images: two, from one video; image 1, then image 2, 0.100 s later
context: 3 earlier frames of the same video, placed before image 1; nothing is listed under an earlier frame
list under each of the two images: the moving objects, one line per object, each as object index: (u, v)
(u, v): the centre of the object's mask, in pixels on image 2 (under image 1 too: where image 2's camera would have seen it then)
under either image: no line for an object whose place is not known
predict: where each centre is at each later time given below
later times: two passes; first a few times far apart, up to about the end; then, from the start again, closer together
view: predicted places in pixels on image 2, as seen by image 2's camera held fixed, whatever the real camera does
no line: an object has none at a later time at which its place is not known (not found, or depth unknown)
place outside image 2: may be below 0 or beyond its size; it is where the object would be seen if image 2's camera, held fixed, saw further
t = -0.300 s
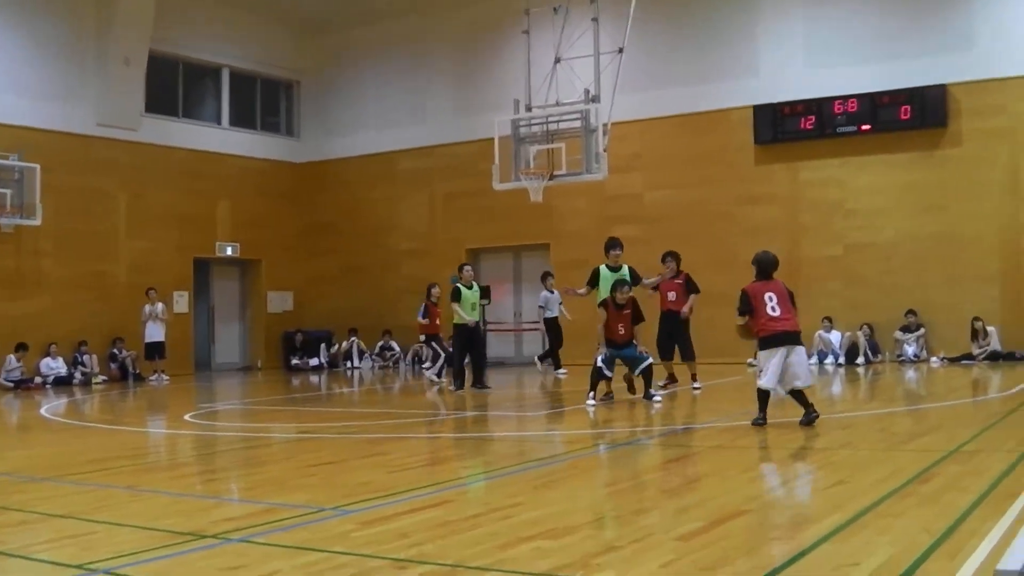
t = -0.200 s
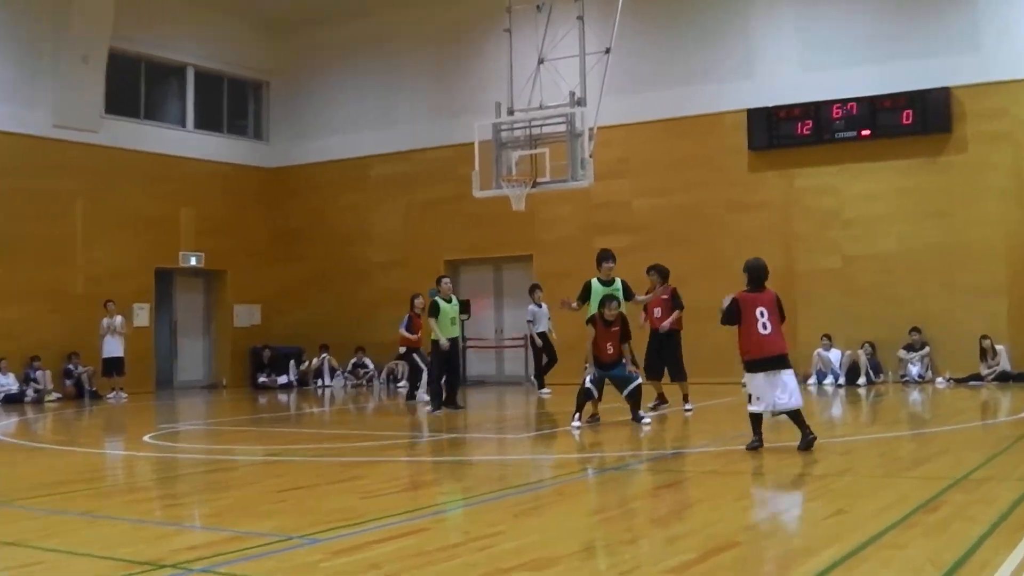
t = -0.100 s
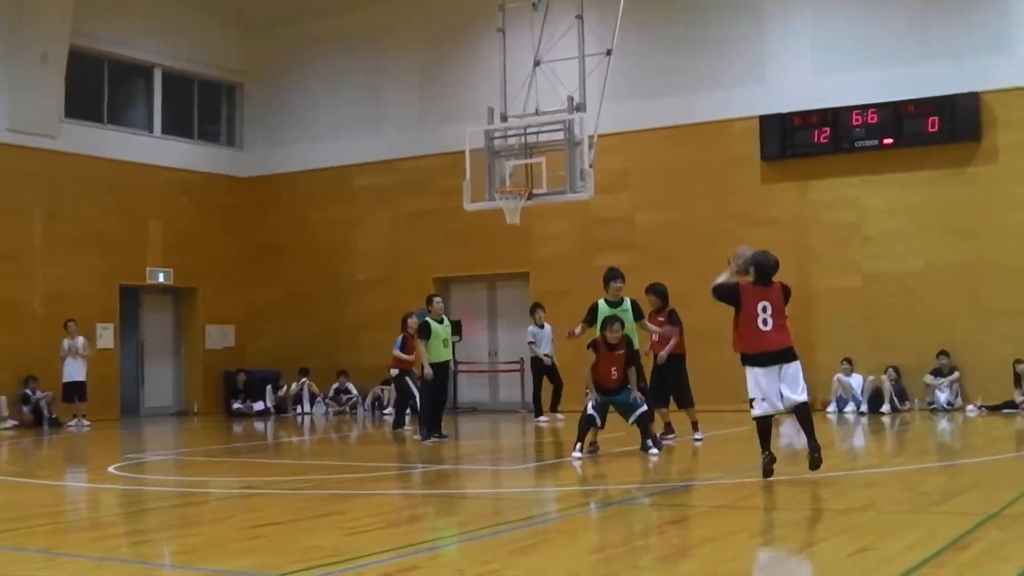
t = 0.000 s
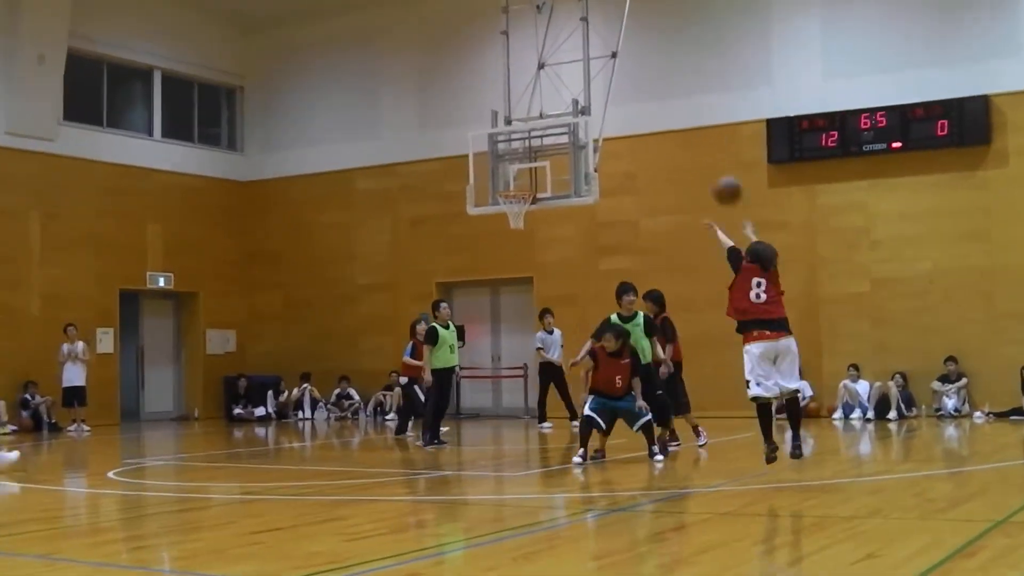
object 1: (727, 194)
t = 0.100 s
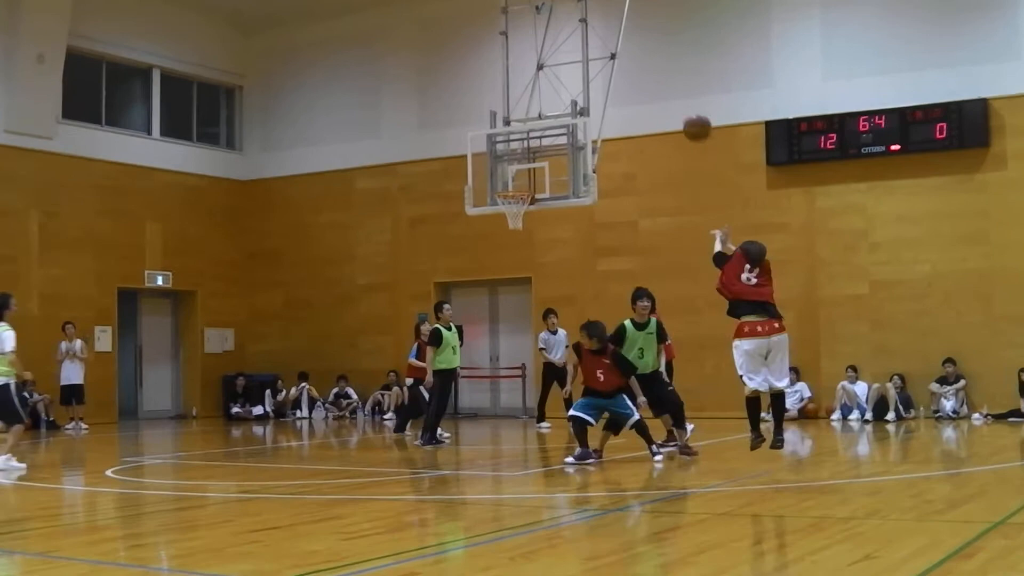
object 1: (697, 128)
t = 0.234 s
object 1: (664, 66)
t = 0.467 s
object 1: (617, 14)
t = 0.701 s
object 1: (577, 19)
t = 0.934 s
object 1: (543, 67)
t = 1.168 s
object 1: (517, 153)
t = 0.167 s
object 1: (680, 94)
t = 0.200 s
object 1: (673, 79)
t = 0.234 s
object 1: (664, 66)
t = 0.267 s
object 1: (657, 54)
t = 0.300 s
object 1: (648, 45)
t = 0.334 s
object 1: (642, 36)
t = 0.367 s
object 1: (636, 27)
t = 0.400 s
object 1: (628, 22)
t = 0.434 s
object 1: (623, 18)
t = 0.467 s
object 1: (617, 14)
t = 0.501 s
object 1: (611, 11)
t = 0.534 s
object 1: (604, 11)
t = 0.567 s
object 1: (598, 11)
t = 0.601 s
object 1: (593, 10)
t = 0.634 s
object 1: (587, 13)
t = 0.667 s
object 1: (580, 13)
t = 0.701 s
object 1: (577, 19)
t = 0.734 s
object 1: (573, 25)
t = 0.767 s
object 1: (567, 31)
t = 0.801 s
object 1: (561, 34)
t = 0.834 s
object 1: (557, 41)
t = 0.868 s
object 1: (552, 49)
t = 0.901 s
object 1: (547, 57)
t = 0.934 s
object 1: (543, 67)
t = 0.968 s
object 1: (539, 78)
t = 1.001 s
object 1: (534, 88)
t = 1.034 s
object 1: (529, 101)
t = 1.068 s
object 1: (526, 113)
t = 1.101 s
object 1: (522, 125)
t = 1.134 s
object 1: (520, 140)
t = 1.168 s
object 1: (517, 153)
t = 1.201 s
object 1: (512, 169)
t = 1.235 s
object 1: (510, 185)
